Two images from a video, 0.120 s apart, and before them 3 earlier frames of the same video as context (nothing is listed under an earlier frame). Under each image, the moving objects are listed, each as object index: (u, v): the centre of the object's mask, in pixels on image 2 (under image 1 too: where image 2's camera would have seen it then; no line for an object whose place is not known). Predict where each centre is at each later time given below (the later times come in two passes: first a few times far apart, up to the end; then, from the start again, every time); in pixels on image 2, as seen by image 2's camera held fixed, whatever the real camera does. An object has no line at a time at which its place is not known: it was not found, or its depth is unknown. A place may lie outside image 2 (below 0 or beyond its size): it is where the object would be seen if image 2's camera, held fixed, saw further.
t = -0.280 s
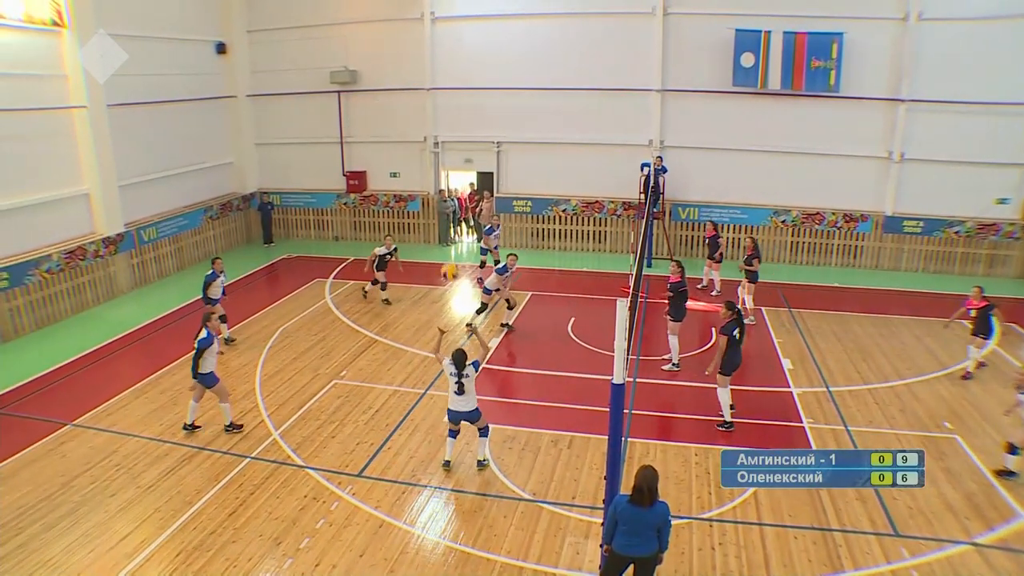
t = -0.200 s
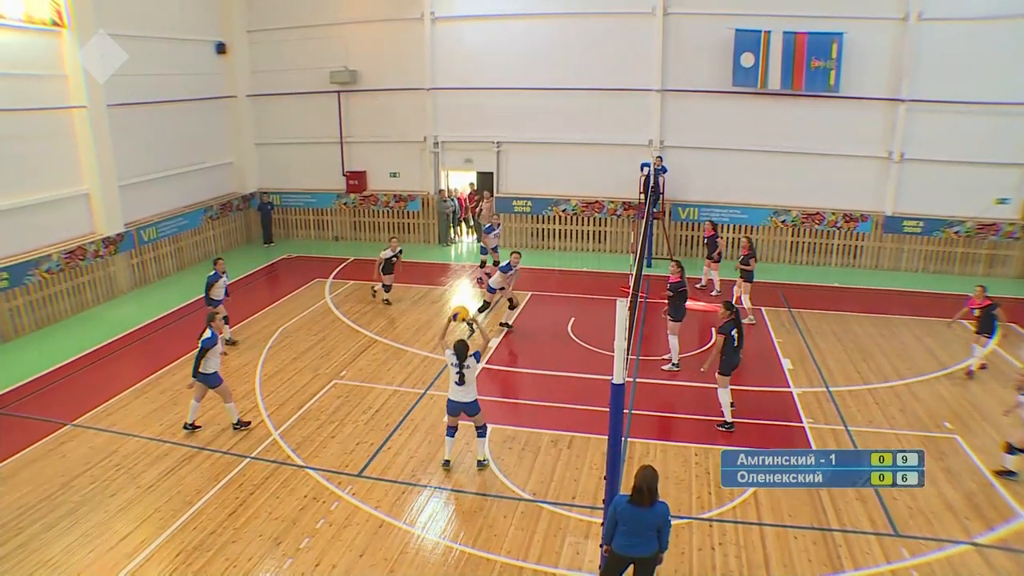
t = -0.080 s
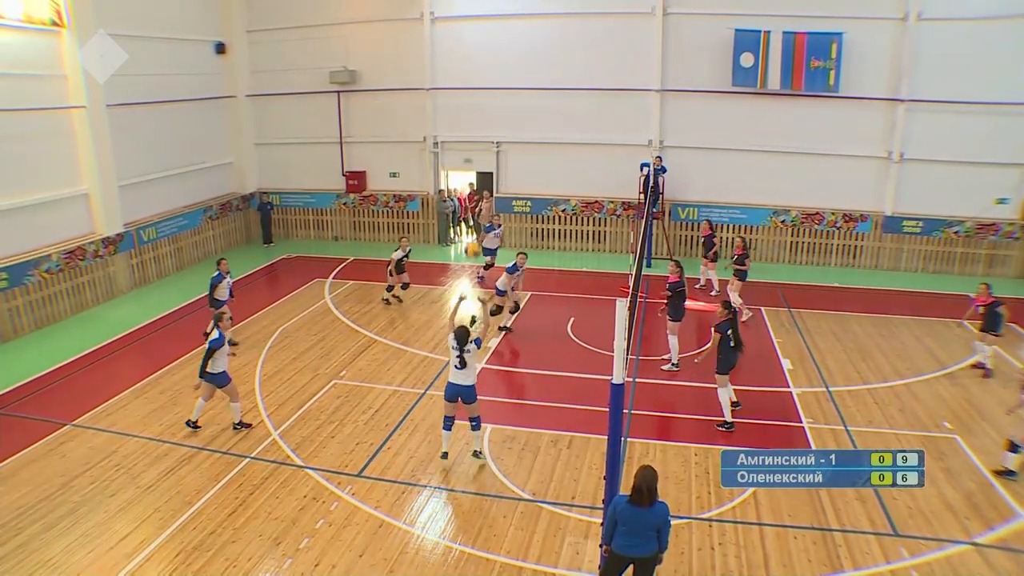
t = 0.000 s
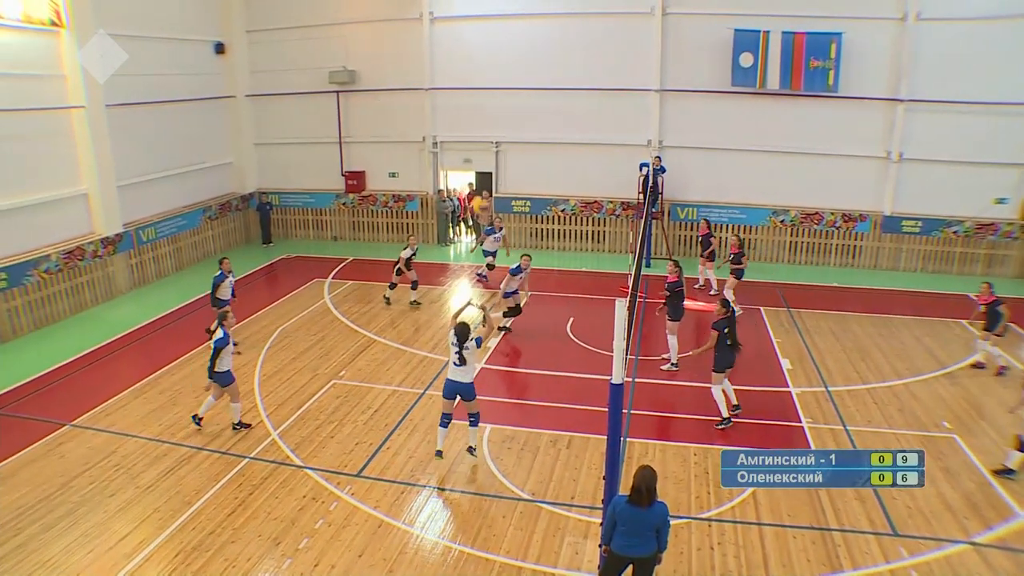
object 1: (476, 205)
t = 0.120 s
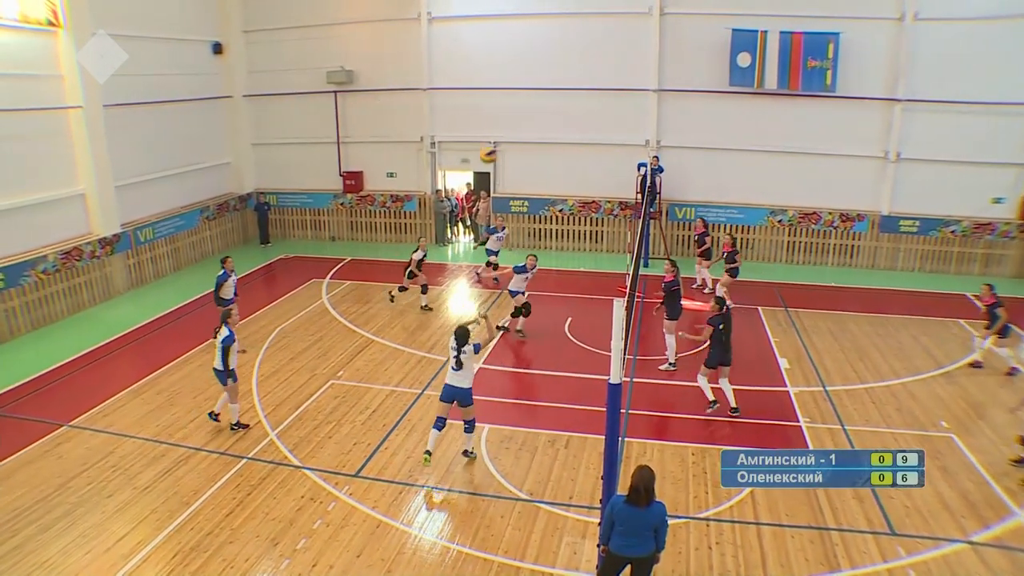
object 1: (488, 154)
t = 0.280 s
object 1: (500, 110)
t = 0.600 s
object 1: (522, 88)
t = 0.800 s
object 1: (532, 110)
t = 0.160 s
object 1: (491, 141)
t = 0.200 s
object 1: (495, 129)
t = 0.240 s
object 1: (497, 118)
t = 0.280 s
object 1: (500, 110)
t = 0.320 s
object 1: (504, 103)
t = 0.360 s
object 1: (507, 97)
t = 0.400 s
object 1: (509, 92)
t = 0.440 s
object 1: (512, 89)
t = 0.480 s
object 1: (515, 86)
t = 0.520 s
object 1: (517, 86)
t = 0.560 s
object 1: (520, 86)
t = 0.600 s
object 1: (522, 88)
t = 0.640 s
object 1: (524, 91)
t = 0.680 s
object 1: (526, 93)
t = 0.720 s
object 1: (528, 99)
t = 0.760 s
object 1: (531, 104)
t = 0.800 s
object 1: (532, 110)
